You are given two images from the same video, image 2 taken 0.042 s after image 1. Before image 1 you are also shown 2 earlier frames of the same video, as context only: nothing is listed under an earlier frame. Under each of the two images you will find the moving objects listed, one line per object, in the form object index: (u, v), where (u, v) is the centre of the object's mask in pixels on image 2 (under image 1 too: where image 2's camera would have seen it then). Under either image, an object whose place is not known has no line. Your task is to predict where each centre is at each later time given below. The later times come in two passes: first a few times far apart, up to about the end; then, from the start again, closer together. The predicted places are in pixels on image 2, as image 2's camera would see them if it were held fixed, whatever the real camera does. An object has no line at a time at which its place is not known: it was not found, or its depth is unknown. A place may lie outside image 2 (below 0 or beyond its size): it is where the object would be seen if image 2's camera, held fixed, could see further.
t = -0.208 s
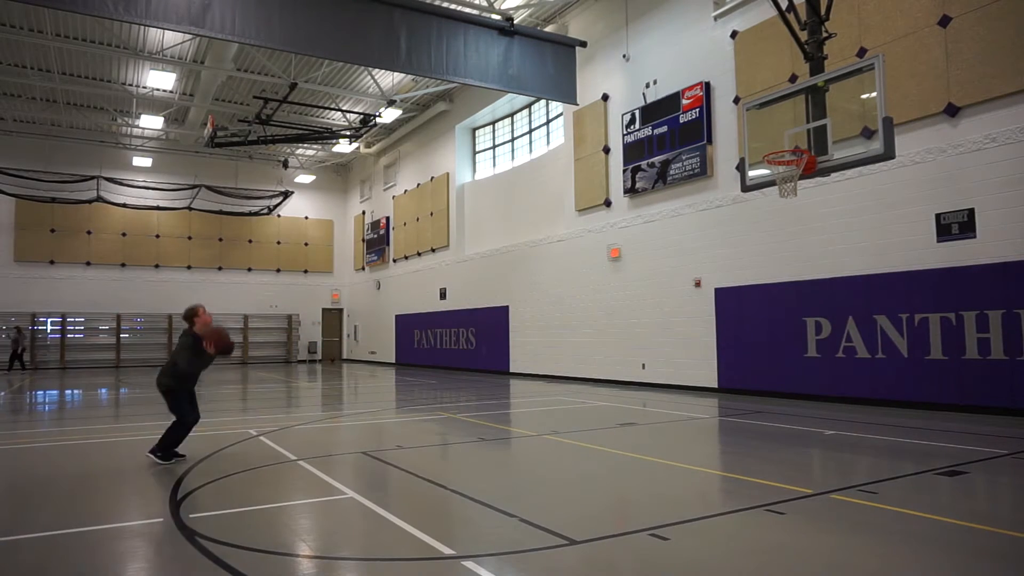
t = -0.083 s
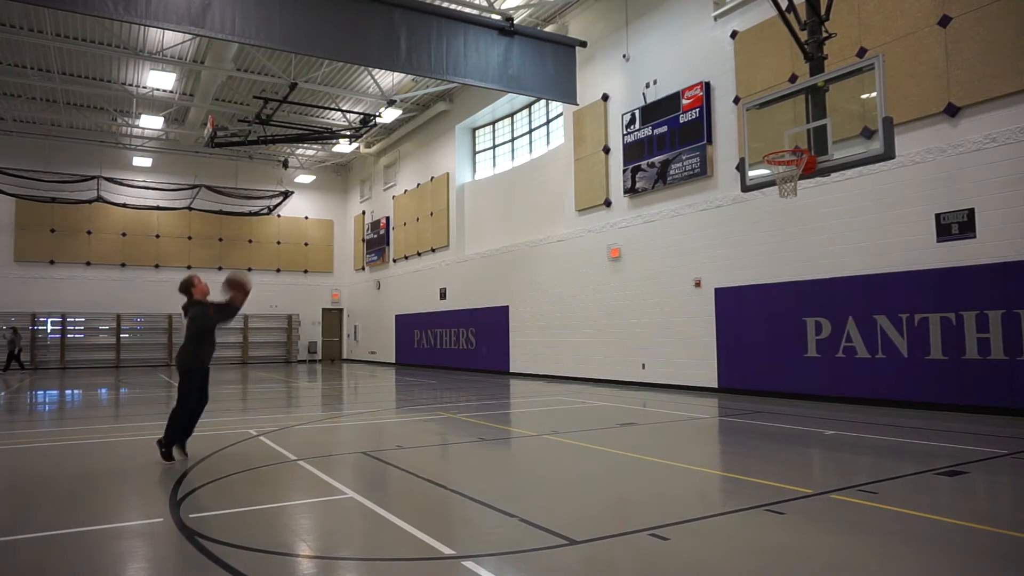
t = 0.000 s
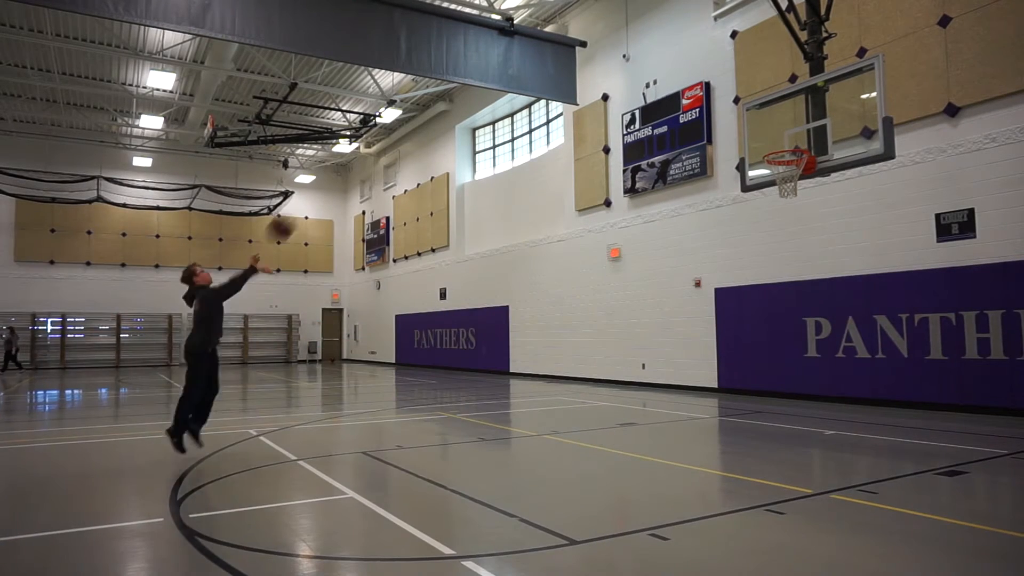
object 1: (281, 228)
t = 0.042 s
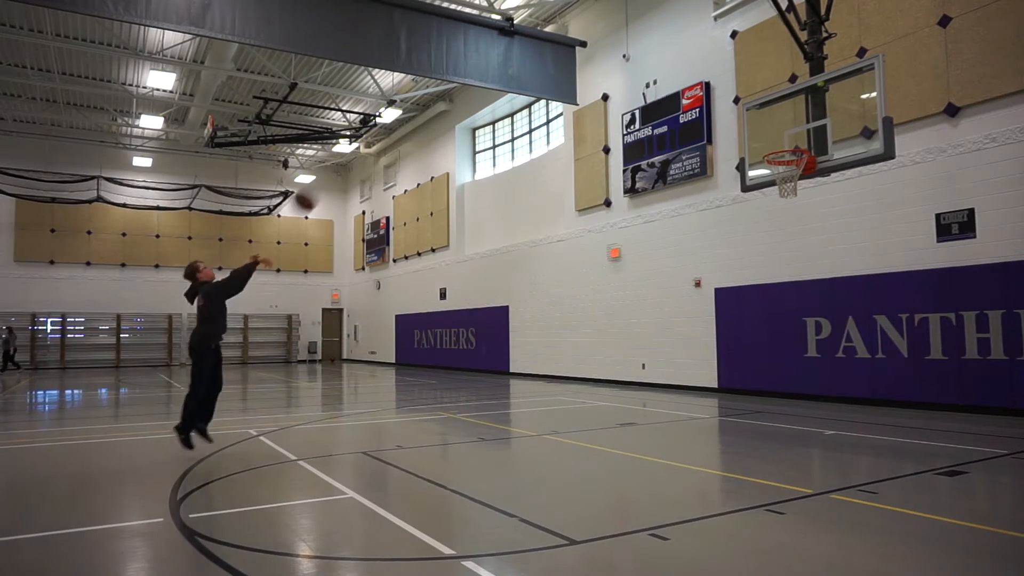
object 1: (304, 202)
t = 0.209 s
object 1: (395, 119)
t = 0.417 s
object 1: (497, 53)
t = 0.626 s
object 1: (593, 32)
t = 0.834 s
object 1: (684, 50)
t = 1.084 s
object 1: (789, 120)
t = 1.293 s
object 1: (821, 108)
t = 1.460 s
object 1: (834, 75)
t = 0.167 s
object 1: (372, 136)
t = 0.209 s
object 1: (395, 119)
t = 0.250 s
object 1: (413, 102)
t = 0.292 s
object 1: (436, 86)
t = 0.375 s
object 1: (477, 62)
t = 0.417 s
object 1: (497, 53)
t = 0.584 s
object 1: (574, 32)
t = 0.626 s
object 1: (593, 32)
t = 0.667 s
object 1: (611, 33)
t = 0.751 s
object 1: (648, 38)
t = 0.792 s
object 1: (666, 44)
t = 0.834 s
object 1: (684, 50)
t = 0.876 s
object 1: (702, 58)
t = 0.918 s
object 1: (720, 68)
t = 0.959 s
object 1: (737, 78)
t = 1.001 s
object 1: (754, 91)
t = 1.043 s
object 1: (771, 105)
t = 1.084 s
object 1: (789, 120)
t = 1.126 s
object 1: (804, 137)
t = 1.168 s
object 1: (813, 145)
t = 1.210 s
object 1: (815, 131)
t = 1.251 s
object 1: (817, 119)
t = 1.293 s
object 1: (821, 108)
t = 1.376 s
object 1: (828, 88)
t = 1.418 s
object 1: (830, 81)
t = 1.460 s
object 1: (834, 75)
